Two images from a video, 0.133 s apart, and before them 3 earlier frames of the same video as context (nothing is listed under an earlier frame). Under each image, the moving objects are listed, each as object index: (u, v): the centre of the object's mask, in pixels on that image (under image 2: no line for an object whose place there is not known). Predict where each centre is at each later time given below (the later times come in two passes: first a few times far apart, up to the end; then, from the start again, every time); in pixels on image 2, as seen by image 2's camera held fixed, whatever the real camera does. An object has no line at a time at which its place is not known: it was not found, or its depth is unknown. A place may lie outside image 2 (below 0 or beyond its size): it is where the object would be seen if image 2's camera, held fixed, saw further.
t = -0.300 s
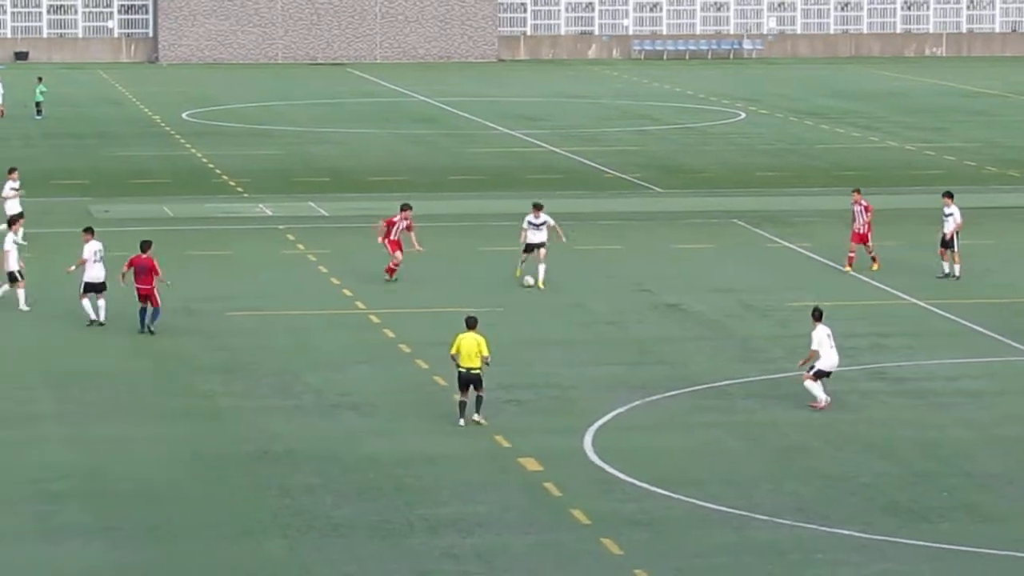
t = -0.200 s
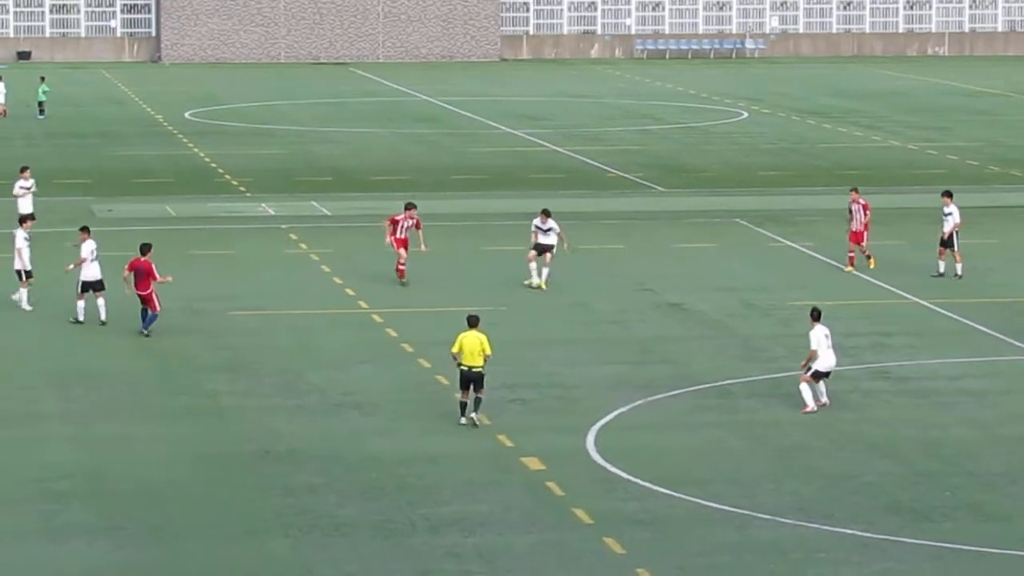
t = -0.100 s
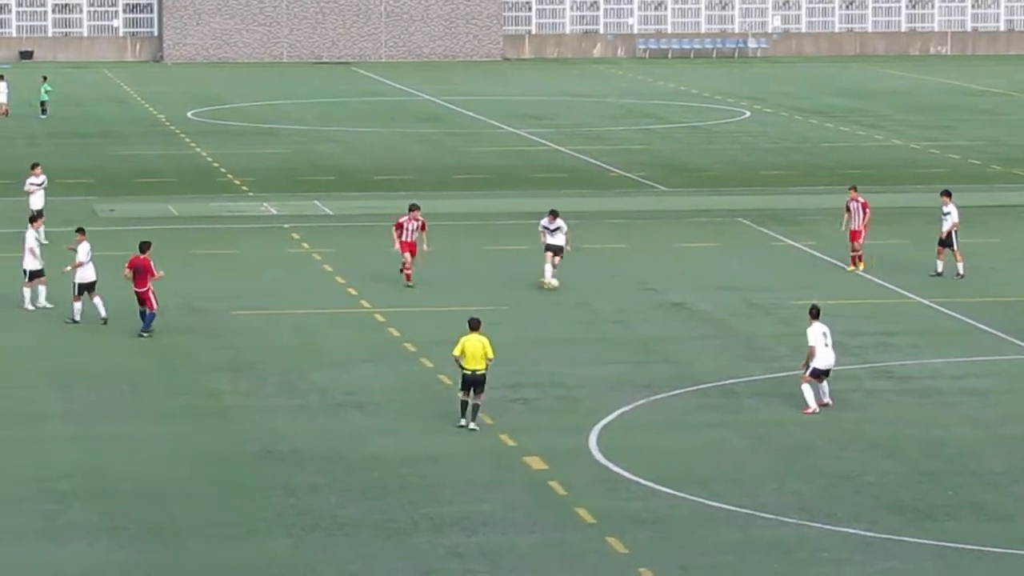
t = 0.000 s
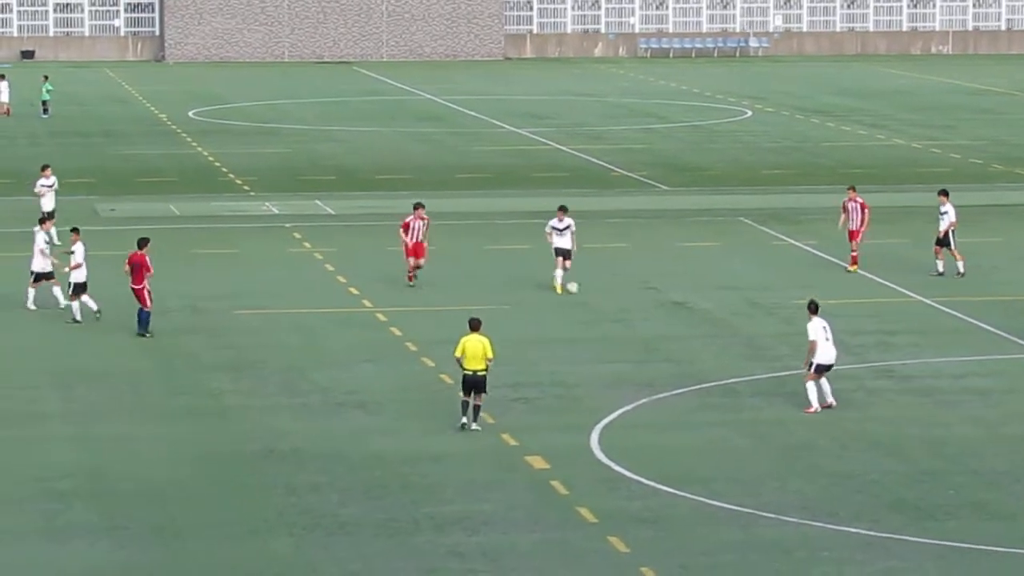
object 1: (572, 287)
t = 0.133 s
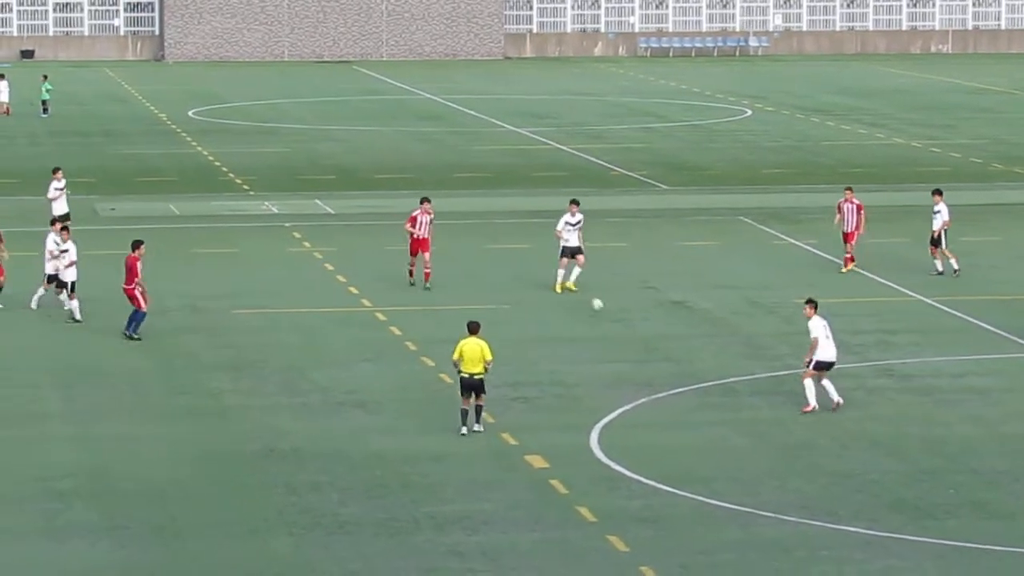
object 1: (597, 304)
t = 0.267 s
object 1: (620, 319)
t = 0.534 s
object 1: (666, 341)
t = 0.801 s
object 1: (709, 364)
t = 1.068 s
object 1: (756, 383)
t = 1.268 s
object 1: (792, 400)
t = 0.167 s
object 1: (603, 311)
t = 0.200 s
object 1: (609, 318)
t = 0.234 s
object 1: (615, 319)
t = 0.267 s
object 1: (620, 319)
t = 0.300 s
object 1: (626, 321)
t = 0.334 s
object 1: (633, 323)
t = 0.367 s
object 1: (638, 327)
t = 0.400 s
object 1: (644, 330)
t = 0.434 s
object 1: (650, 335)
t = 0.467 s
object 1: (656, 341)
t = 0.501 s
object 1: (660, 342)
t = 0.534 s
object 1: (666, 341)
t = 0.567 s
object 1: (671, 341)
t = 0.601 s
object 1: (677, 342)
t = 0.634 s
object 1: (682, 344)
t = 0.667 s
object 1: (687, 346)
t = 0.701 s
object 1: (693, 350)
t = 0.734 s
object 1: (698, 353)
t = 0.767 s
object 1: (704, 359)
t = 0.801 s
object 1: (709, 364)
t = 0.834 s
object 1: (715, 370)
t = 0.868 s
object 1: (721, 370)
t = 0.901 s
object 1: (727, 370)
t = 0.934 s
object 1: (732, 371)
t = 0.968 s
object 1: (738, 373)
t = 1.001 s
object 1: (744, 376)
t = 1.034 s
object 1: (751, 378)
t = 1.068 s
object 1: (756, 383)
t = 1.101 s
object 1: (762, 389)
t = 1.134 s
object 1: (767, 394)
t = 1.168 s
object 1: (773, 395)
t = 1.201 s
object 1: (780, 396)
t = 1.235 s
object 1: (786, 398)
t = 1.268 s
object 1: (792, 400)
